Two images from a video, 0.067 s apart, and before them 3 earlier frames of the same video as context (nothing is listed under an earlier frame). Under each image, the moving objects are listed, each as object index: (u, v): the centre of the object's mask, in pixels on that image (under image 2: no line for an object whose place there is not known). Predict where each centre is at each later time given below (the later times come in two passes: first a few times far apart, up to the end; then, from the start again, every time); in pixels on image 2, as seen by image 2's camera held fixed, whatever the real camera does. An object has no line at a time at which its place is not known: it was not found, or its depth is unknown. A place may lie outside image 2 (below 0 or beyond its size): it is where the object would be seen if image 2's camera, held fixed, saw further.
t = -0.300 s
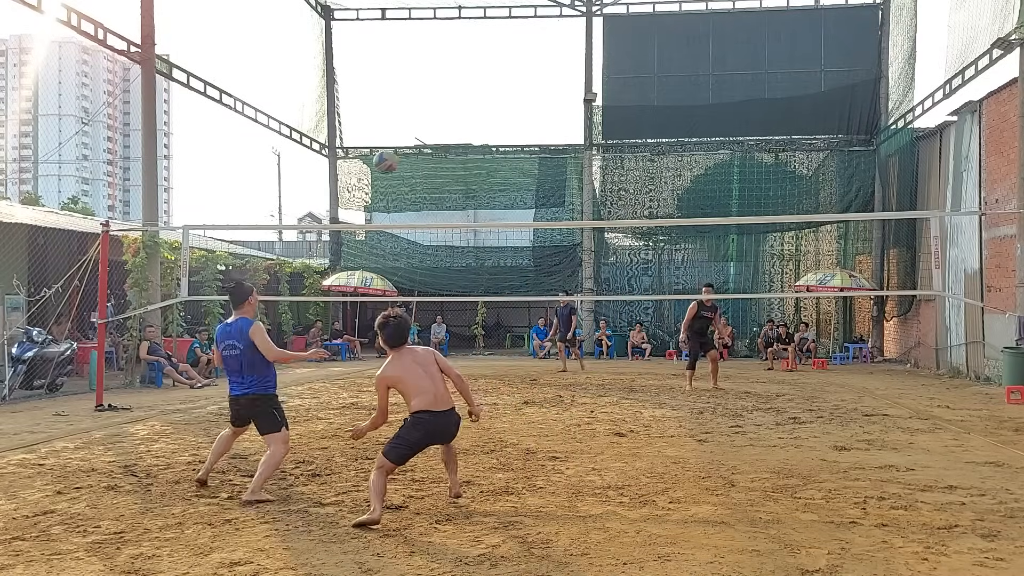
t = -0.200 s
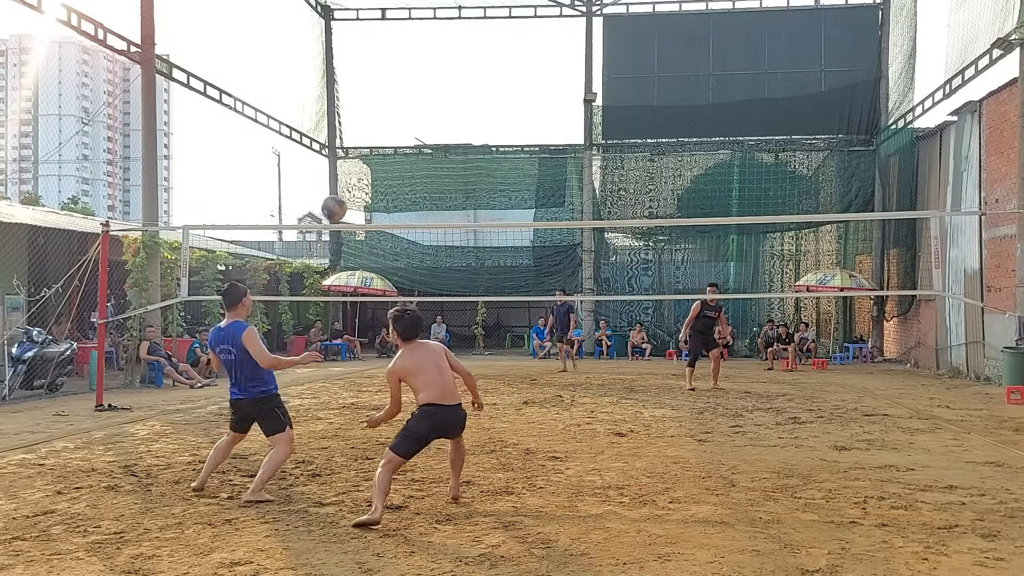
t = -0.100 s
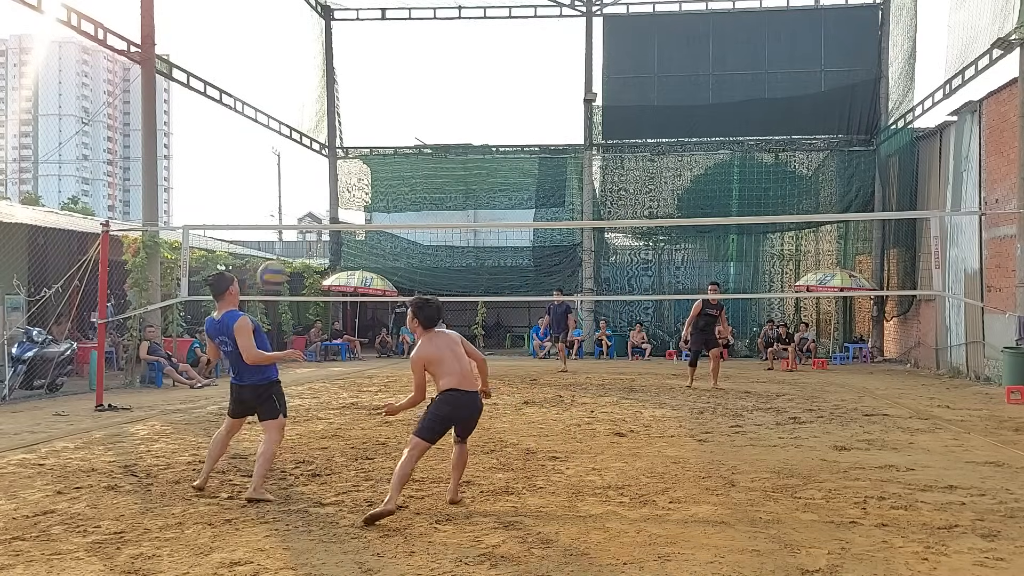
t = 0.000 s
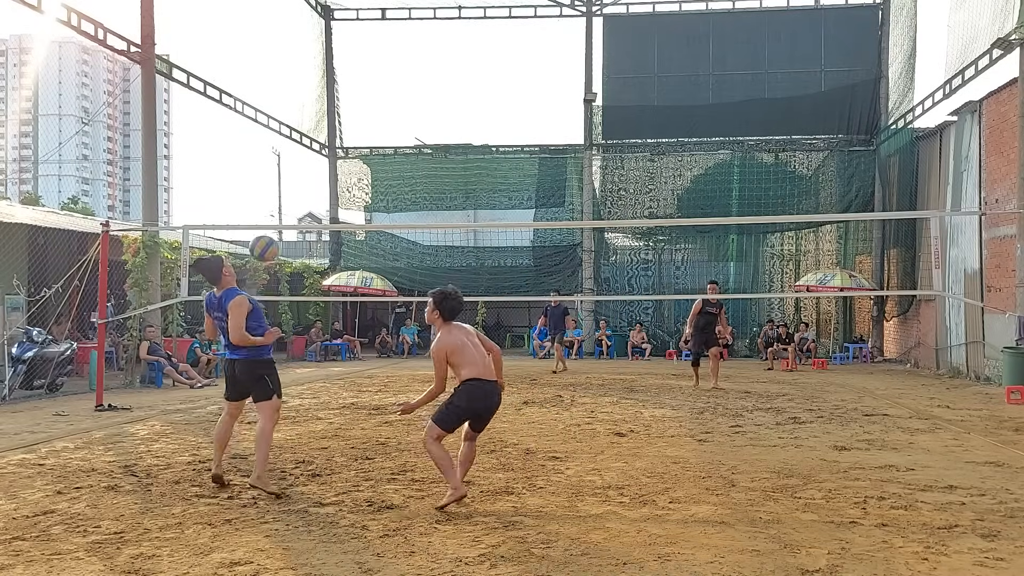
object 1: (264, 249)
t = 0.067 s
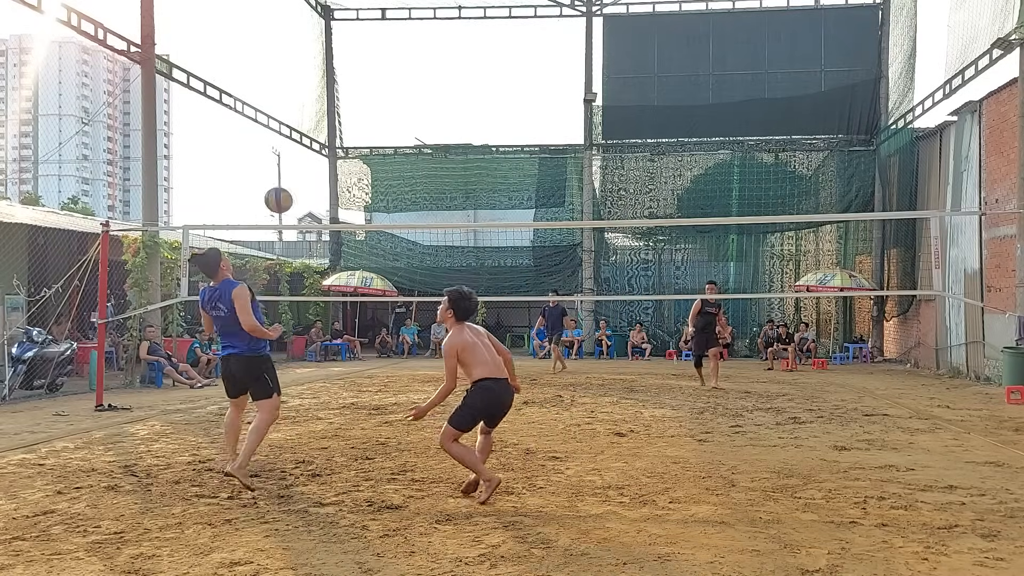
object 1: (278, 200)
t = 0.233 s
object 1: (312, 112)
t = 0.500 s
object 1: (362, 53)
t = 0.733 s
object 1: (399, 71)
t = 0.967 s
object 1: (434, 146)
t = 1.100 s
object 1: (451, 208)
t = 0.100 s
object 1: (285, 179)
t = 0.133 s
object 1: (292, 159)
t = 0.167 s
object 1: (299, 142)
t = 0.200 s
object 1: (306, 126)
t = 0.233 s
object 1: (312, 112)
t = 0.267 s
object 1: (319, 99)
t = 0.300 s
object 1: (325, 88)
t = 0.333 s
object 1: (332, 79)
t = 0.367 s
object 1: (338, 71)
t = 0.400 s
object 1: (344, 65)
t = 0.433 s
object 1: (350, 59)
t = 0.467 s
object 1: (356, 55)
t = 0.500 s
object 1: (362, 53)
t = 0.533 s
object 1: (368, 51)
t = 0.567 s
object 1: (373, 51)
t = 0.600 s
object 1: (378, 53)
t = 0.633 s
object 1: (384, 55)
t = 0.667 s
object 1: (389, 59)
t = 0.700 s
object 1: (394, 65)
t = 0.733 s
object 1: (399, 71)
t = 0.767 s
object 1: (404, 79)
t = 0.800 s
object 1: (409, 87)
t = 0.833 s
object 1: (414, 97)
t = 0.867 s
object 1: (419, 108)
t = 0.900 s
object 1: (424, 119)
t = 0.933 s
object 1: (429, 132)
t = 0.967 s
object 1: (434, 146)
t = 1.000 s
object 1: (438, 159)
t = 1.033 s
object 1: (443, 175)
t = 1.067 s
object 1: (447, 192)
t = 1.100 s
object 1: (451, 208)
